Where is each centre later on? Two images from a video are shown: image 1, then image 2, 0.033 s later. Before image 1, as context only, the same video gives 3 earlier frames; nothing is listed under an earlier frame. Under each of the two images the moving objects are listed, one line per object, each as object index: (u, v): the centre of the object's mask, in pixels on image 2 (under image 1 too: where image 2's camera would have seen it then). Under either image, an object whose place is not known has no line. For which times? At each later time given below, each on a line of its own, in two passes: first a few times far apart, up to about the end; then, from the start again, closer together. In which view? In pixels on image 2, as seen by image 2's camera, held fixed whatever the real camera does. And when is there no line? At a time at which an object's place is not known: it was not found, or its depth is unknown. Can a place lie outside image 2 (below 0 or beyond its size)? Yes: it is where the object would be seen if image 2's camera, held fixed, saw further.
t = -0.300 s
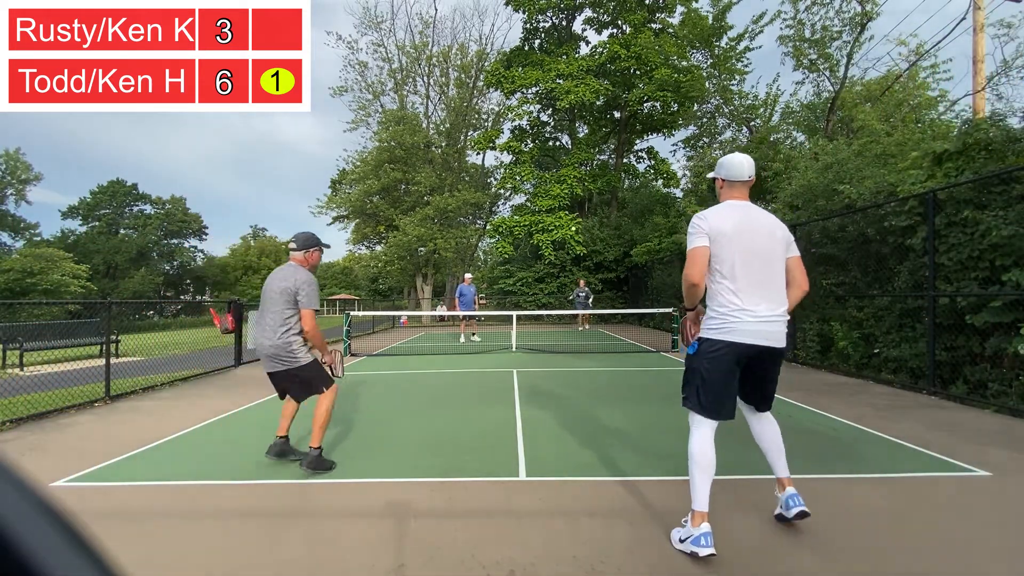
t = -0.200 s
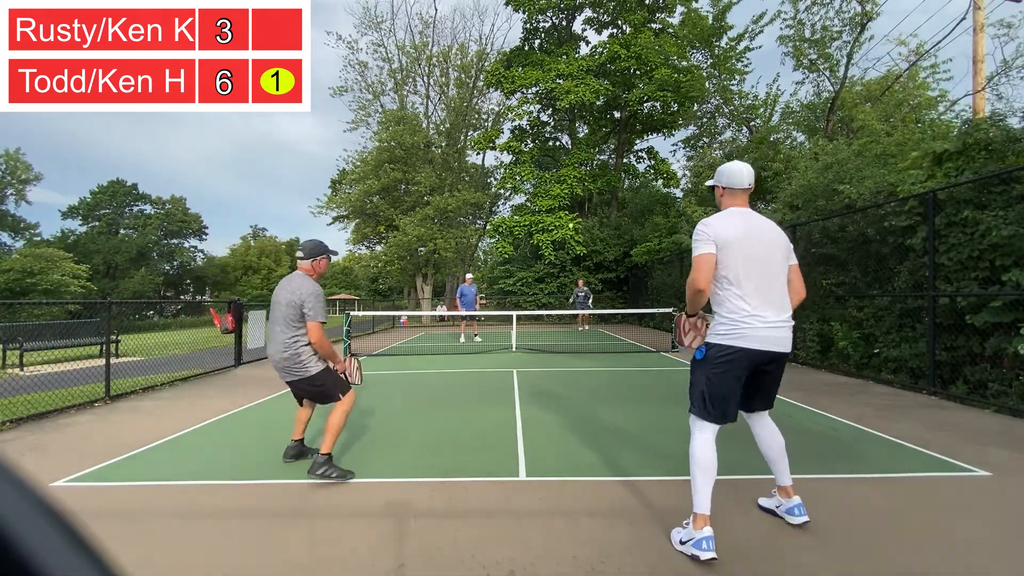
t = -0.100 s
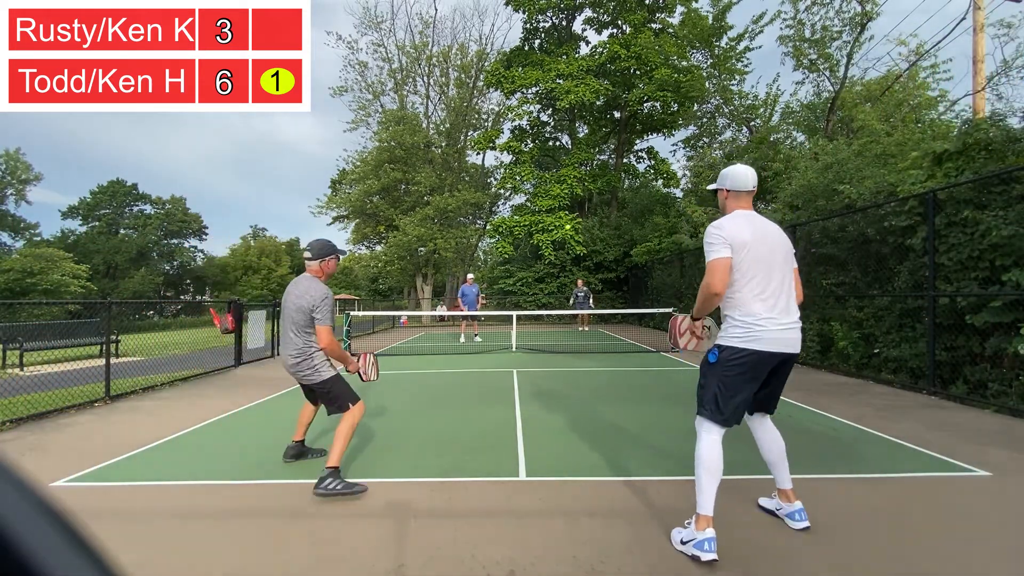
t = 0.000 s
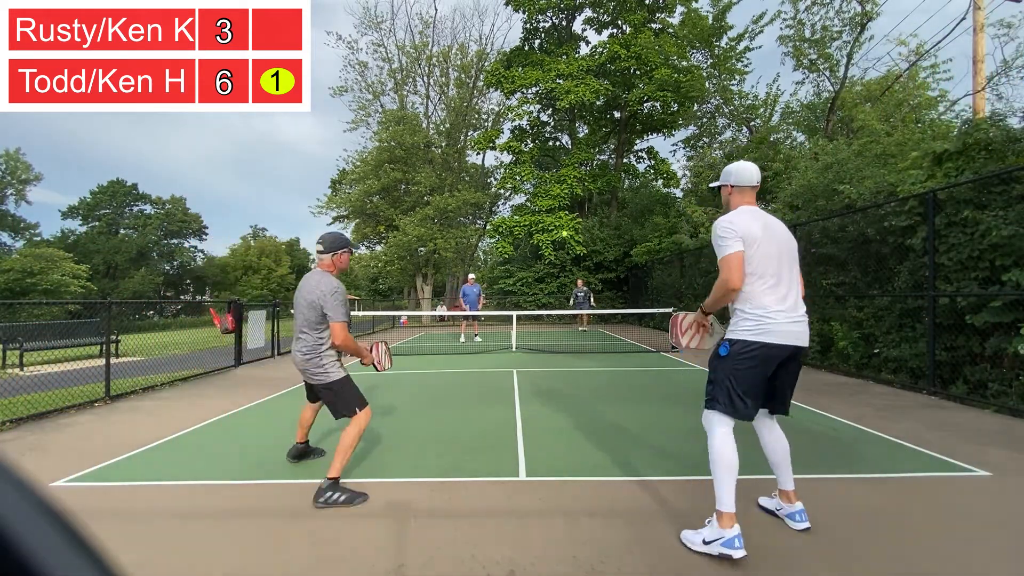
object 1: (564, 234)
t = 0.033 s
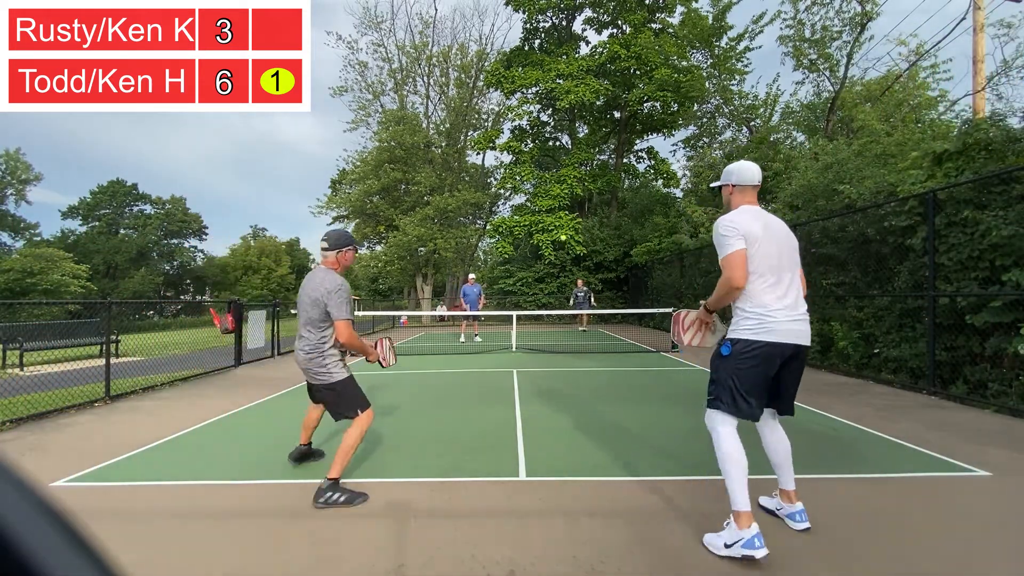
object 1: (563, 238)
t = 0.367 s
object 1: (546, 345)
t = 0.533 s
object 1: (534, 435)
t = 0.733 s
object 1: (534, 373)
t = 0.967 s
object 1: (535, 373)
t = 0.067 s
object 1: (562, 242)
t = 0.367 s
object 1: (546, 345)
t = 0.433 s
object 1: (540, 392)
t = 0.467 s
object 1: (537, 422)
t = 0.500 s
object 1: (534, 449)
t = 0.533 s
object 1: (534, 435)
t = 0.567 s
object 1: (534, 420)
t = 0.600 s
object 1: (534, 409)
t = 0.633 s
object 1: (534, 398)
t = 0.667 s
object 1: (534, 388)
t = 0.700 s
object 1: (534, 380)
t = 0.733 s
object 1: (534, 373)
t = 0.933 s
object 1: (535, 366)
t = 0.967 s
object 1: (535, 373)
